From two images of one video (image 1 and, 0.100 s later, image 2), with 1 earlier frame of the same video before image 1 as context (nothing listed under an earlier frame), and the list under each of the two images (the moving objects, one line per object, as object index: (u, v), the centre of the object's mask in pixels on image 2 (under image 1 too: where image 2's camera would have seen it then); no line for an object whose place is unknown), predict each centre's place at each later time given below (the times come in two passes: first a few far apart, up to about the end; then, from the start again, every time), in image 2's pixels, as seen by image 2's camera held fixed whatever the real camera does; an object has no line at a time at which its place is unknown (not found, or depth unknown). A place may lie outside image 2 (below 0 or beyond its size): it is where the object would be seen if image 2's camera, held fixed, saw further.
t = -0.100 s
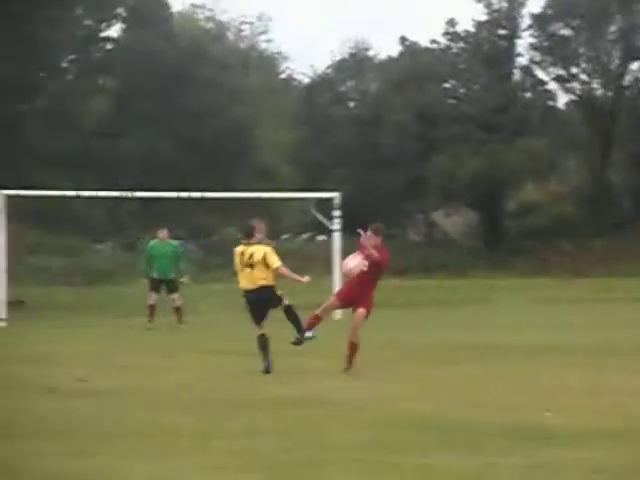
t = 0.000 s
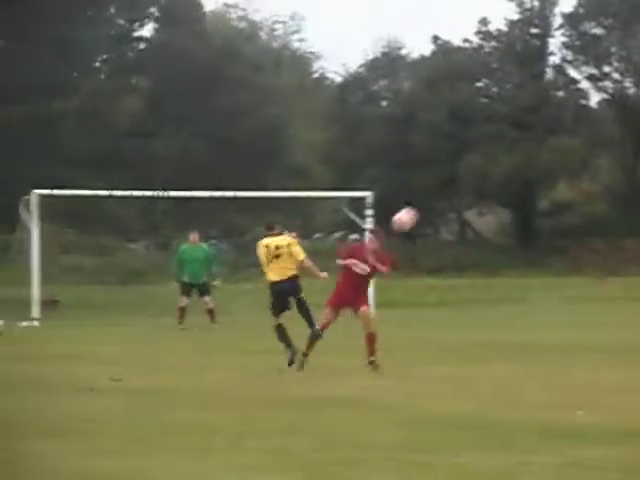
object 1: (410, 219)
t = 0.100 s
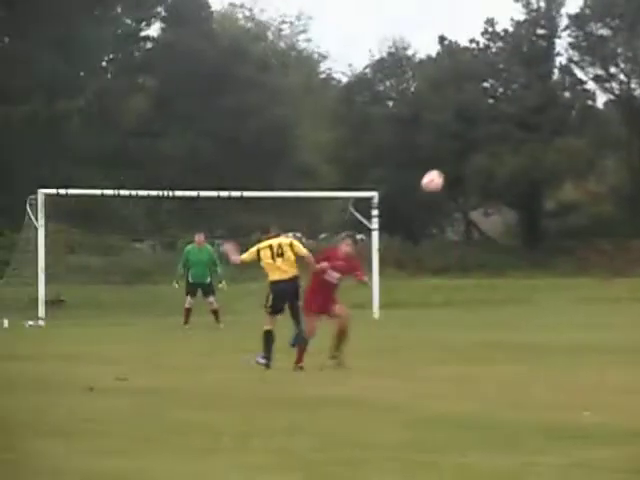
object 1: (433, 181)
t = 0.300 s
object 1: (482, 128)
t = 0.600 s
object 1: (576, 112)
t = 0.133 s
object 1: (439, 170)
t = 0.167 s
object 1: (448, 160)
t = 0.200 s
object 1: (456, 151)
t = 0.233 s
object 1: (464, 142)
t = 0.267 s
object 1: (473, 135)
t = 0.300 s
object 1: (482, 128)
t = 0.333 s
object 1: (492, 122)
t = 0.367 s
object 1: (502, 117)
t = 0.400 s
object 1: (511, 114)
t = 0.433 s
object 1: (521, 111)
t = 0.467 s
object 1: (532, 109)
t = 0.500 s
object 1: (542, 109)
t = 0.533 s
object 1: (553, 109)
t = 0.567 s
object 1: (565, 109)
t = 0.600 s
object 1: (576, 112)
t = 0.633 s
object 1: (588, 116)
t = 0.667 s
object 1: (601, 121)
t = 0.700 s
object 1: (614, 128)
